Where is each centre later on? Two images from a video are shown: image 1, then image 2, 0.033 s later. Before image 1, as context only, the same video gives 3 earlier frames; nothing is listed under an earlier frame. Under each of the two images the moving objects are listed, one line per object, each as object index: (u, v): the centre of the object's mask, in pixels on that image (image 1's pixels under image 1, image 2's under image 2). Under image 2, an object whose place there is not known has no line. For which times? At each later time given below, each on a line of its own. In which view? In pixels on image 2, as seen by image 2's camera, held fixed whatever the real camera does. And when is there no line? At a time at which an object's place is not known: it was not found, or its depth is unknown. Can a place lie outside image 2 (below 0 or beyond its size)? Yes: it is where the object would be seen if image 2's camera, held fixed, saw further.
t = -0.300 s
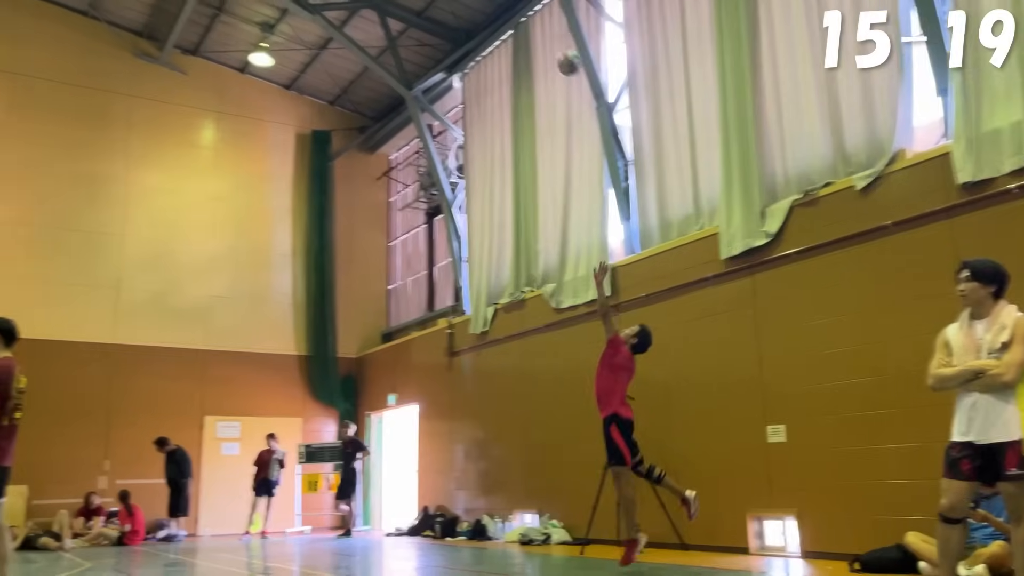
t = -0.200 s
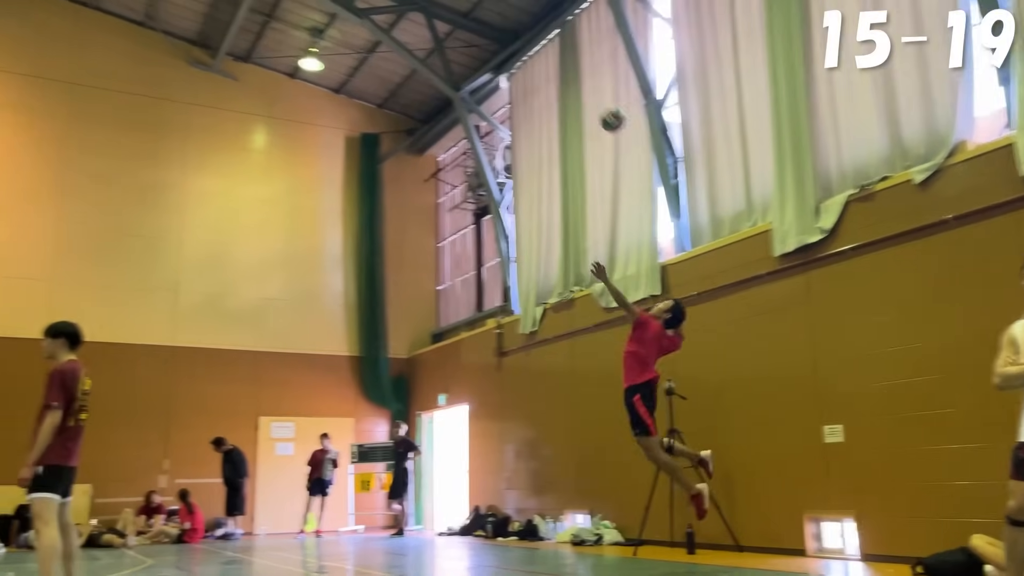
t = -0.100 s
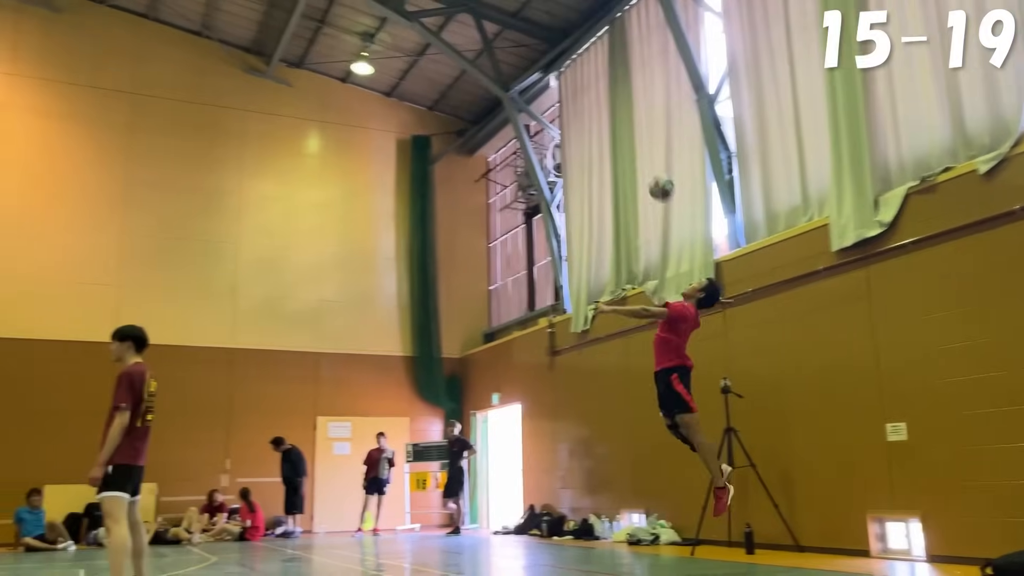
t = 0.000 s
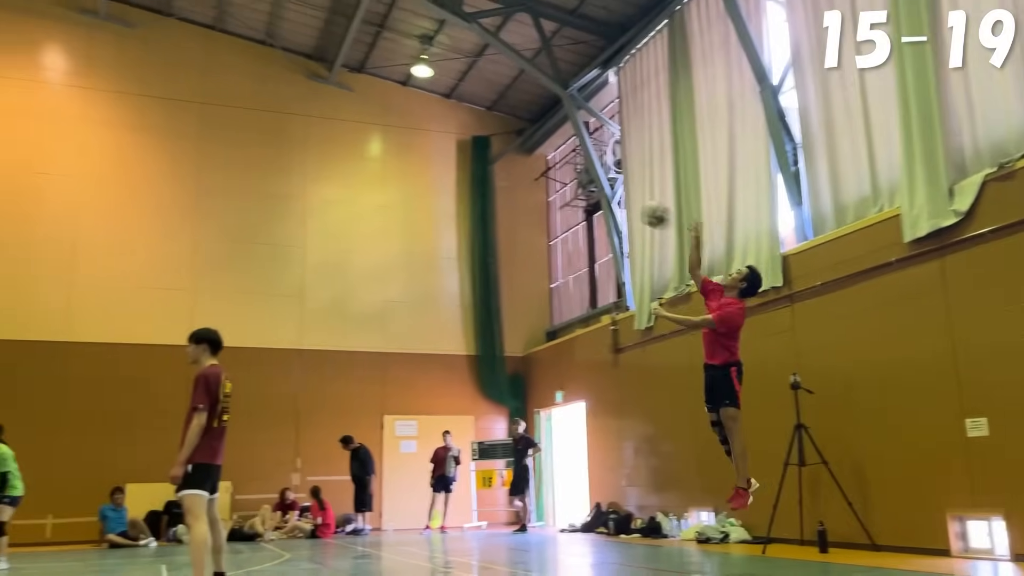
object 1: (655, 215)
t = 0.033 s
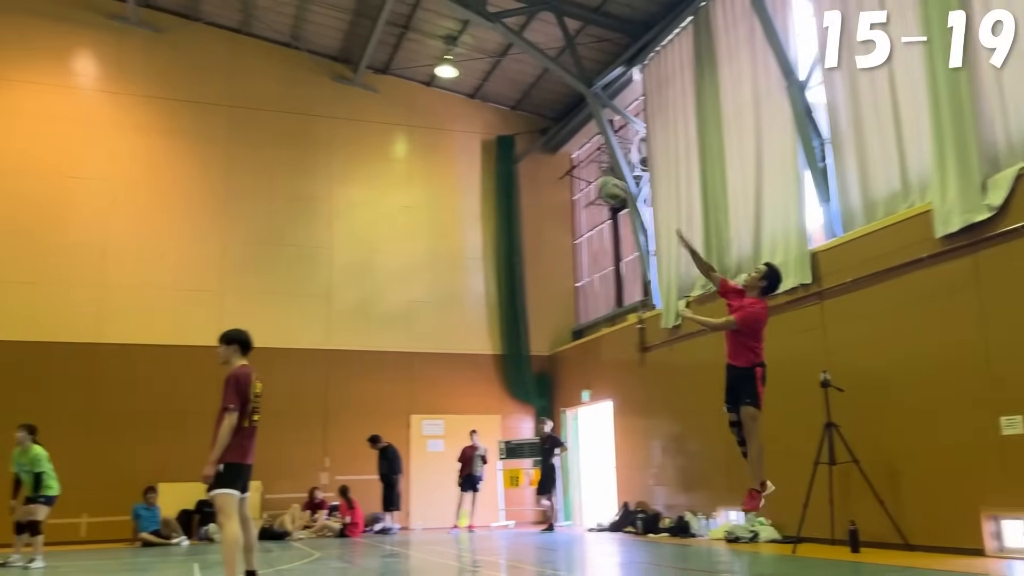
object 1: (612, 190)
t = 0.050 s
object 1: (573, 180)
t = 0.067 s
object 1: (537, 170)
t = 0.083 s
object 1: (503, 161)
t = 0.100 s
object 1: (465, 152)
